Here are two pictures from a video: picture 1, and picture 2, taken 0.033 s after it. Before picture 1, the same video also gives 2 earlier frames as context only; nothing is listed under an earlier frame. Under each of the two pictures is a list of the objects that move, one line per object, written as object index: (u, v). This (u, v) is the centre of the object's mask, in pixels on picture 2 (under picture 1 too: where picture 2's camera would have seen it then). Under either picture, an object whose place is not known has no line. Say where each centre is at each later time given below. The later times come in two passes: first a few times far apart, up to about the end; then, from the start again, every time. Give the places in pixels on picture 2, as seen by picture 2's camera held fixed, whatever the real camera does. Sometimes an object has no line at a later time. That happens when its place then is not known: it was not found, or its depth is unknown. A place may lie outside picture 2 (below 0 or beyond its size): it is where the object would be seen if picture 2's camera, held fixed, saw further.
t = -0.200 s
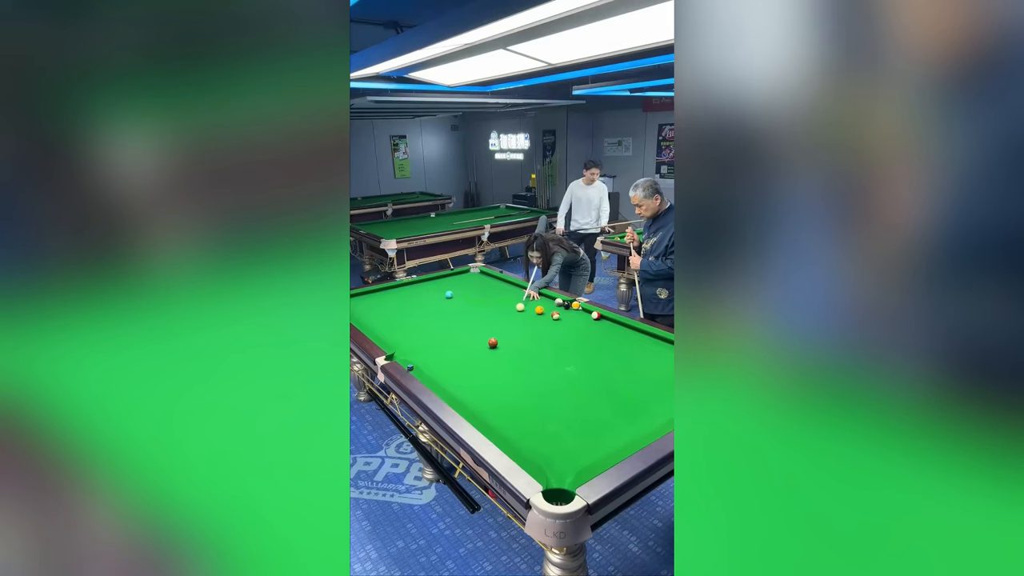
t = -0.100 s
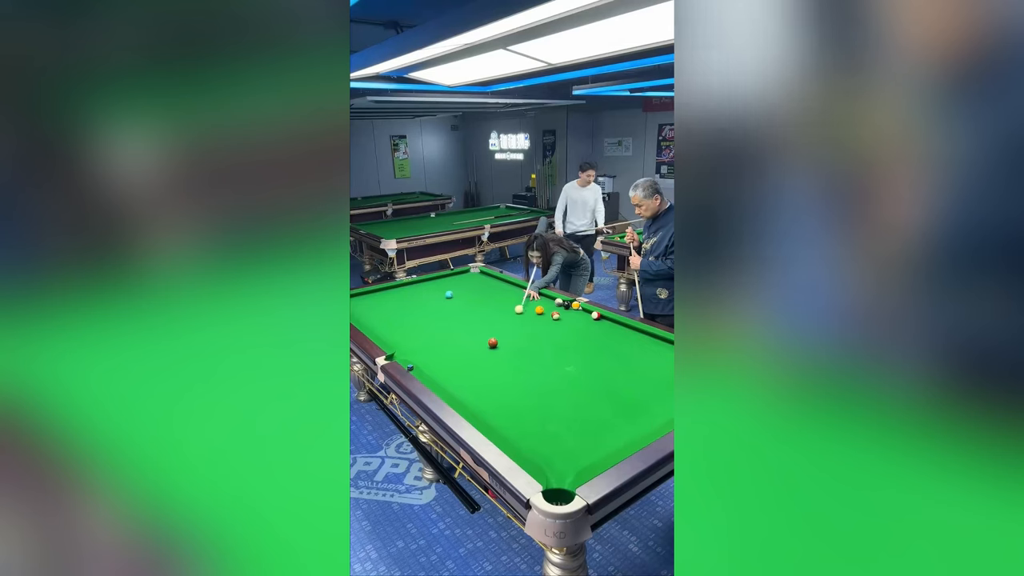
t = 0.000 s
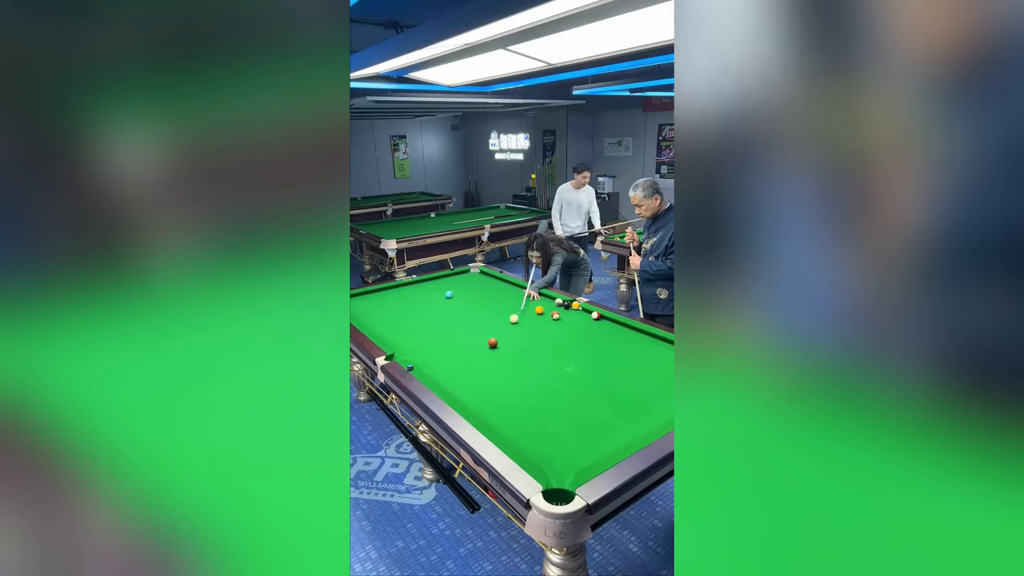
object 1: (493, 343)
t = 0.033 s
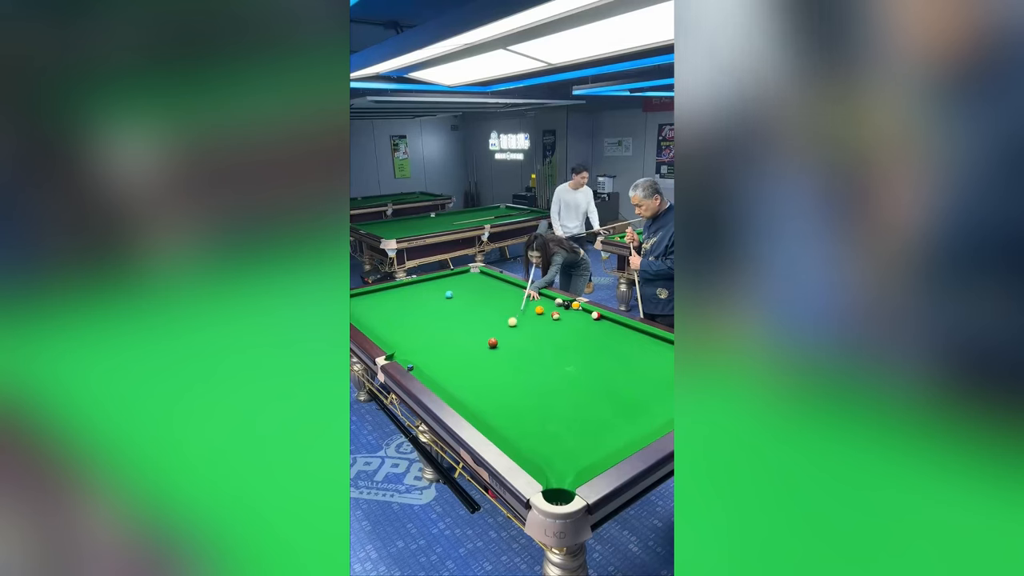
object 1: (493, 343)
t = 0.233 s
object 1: (493, 343)
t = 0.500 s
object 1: (480, 344)
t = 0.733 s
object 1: (469, 345)
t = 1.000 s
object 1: (458, 347)
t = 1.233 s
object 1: (449, 348)
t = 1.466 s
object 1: (440, 349)
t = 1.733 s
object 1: (432, 350)
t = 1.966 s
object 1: (425, 351)
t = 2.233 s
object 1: (419, 352)
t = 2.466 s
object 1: (415, 353)
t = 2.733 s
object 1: (411, 353)
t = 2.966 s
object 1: (408, 354)
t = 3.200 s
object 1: (406, 354)
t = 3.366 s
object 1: (405, 354)
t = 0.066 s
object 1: (493, 343)
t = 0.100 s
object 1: (493, 343)
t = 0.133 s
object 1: (493, 343)
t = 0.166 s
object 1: (493, 343)
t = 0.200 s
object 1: (493, 343)
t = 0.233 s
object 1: (493, 343)
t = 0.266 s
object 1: (491, 343)
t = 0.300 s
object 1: (489, 343)
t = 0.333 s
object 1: (488, 343)
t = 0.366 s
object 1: (486, 343)
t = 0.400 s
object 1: (484, 344)
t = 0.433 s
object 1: (483, 344)
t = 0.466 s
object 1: (481, 344)
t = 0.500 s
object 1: (480, 344)
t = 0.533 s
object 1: (478, 344)
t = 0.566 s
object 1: (476, 345)
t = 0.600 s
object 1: (475, 345)
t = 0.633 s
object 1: (473, 345)
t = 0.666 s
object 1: (472, 345)
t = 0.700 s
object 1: (470, 345)
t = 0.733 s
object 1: (469, 345)
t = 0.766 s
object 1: (467, 346)
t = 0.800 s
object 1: (466, 346)
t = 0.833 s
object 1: (465, 346)
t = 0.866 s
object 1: (463, 346)
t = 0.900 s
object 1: (462, 346)
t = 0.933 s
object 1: (460, 347)
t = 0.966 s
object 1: (459, 347)
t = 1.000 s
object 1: (458, 347)
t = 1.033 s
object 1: (456, 347)
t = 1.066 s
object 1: (455, 347)
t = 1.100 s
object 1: (454, 347)
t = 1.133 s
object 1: (452, 347)
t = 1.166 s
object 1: (451, 347)
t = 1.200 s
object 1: (450, 348)
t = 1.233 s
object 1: (449, 348)
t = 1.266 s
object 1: (447, 348)
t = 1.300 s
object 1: (446, 348)
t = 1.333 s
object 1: (445, 348)
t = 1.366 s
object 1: (444, 348)
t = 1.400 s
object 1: (443, 348)
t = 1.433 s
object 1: (441, 349)
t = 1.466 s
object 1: (440, 349)
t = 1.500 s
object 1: (439, 349)
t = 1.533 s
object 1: (438, 349)
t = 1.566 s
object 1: (437, 349)
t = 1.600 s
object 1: (436, 350)
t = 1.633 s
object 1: (435, 350)
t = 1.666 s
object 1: (434, 350)
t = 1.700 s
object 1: (433, 350)
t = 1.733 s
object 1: (432, 350)
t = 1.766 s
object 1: (431, 350)
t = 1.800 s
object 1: (430, 350)
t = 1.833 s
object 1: (429, 351)
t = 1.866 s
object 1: (428, 351)
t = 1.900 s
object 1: (427, 351)
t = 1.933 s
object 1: (426, 351)
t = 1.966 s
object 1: (425, 351)
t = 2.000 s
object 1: (425, 351)
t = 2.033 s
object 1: (424, 351)
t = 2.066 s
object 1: (423, 351)
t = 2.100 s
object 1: (422, 352)
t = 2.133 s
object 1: (421, 352)
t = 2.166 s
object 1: (421, 352)
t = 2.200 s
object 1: (420, 352)
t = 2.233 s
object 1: (419, 352)
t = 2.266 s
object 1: (418, 352)
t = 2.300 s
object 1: (418, 352)
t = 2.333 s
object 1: (417, 352)
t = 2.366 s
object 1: (416, 352)
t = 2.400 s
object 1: (416, 352)
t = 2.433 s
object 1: (415, 352)
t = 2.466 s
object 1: (415, 353)
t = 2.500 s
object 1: (414, 353)
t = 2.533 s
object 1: (414, 353)
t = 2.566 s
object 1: (413, 353)
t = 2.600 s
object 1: (413, 353)
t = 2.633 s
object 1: (412, 353)
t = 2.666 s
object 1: (412, 353)
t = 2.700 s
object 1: (411, 353)
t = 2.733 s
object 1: (411, 353)
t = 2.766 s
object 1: (410, 353)
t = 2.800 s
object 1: (410, 353)
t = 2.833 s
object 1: (409, 353)
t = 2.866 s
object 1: (409, 354)
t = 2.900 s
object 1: (408, 354)
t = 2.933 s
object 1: (408, 354)
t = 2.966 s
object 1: (408, 354)
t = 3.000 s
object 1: (407, 354)
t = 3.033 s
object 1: (407, 354)
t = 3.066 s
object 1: (407, 354)
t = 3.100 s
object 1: (407, 354)
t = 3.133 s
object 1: (406, 354)
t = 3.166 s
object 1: (406, 354)
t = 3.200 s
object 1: (406, 354)
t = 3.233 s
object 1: (406, 354)
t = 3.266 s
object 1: (406, 354)
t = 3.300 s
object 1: (405, 354)
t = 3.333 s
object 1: (405, 354)
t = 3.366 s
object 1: (405, 354)
